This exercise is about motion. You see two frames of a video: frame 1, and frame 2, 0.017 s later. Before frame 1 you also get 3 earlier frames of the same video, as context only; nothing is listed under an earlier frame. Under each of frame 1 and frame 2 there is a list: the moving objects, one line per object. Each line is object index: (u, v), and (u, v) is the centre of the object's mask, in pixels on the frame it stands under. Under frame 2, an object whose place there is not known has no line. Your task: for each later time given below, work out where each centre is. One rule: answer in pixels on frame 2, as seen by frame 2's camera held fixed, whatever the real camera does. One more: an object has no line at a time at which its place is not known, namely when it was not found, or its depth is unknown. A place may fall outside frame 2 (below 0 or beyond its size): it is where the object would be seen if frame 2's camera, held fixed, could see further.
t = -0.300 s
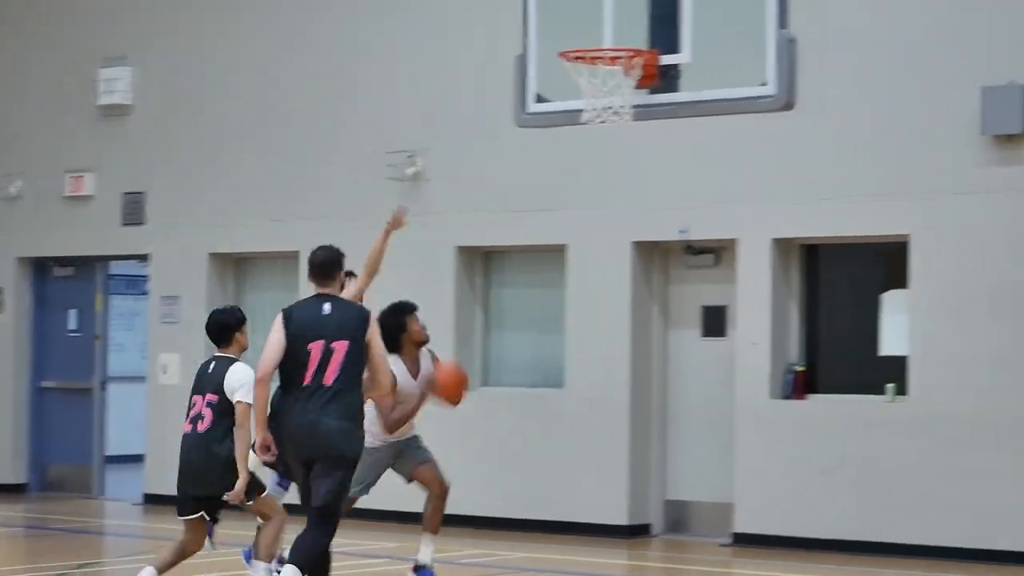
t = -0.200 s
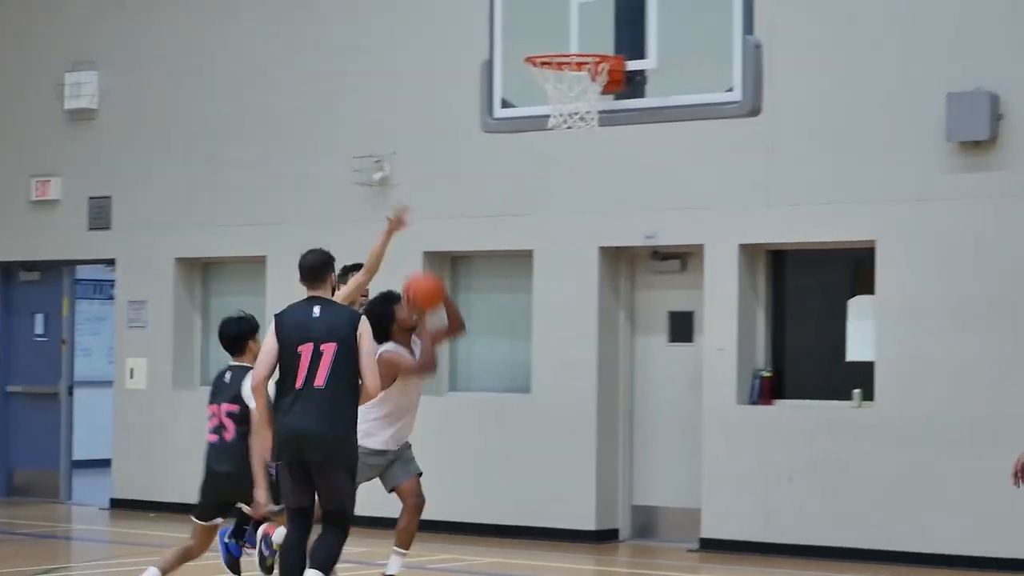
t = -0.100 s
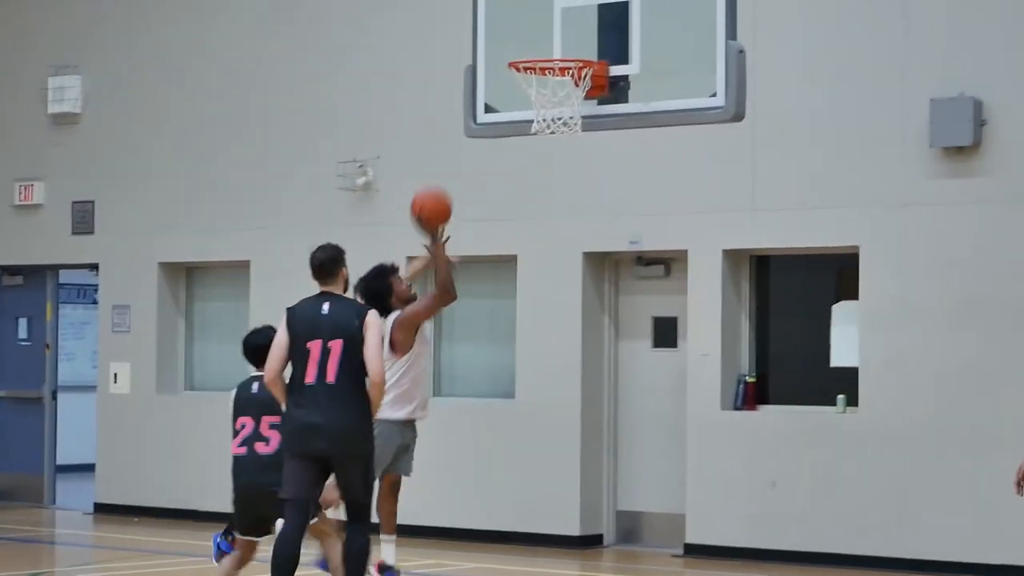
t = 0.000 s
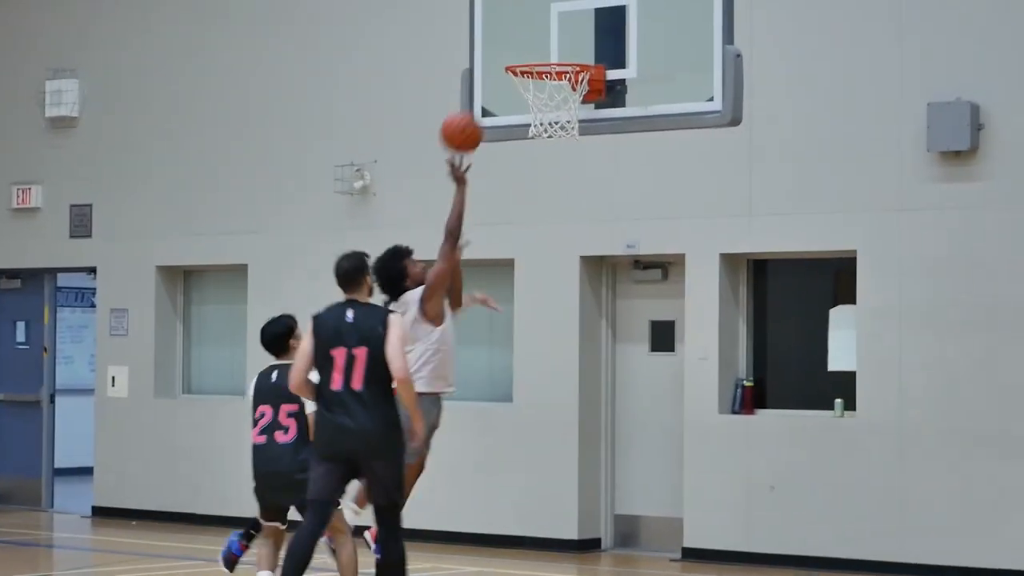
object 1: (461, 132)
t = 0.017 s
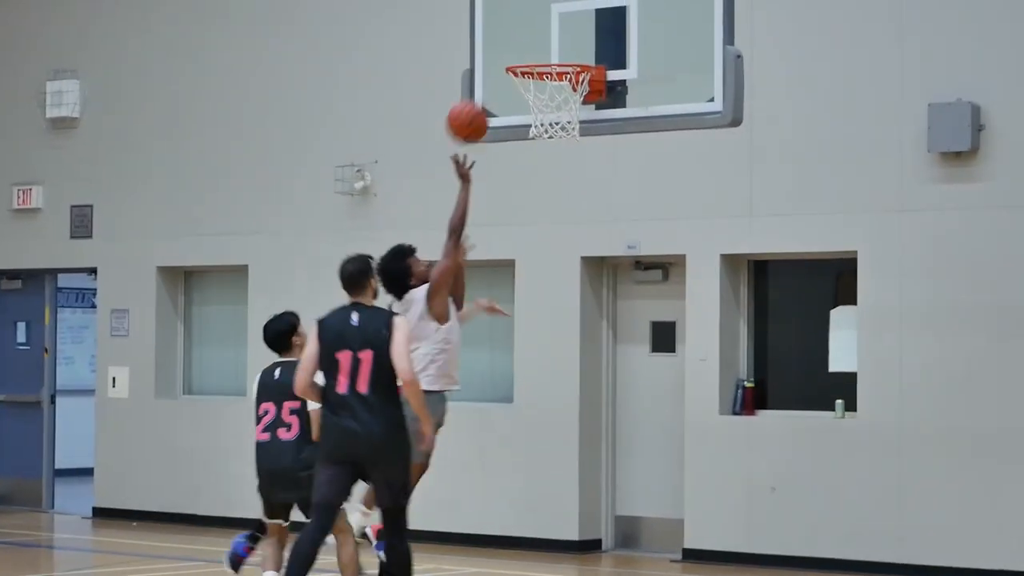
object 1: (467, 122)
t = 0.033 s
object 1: (473, 110)
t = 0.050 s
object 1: (478, 99)
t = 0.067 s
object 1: (484, 90)
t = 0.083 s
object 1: (489, 80)
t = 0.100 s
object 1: (494, 71)
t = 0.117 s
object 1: (499, 61)
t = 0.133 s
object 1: (505, 52)
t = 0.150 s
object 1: (511, 46)
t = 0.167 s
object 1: (517, 39)
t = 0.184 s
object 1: (522, 32)
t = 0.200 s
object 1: (528, 26)
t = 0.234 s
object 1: (535, 18)
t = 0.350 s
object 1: (533, 9)
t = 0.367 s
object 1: (532, 10)
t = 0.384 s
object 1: (532, 11)
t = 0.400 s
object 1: (531, 12)
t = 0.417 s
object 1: (531, 15)
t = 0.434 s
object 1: (531, 18)
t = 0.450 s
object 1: (530, 21)
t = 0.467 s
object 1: (530, 24)
